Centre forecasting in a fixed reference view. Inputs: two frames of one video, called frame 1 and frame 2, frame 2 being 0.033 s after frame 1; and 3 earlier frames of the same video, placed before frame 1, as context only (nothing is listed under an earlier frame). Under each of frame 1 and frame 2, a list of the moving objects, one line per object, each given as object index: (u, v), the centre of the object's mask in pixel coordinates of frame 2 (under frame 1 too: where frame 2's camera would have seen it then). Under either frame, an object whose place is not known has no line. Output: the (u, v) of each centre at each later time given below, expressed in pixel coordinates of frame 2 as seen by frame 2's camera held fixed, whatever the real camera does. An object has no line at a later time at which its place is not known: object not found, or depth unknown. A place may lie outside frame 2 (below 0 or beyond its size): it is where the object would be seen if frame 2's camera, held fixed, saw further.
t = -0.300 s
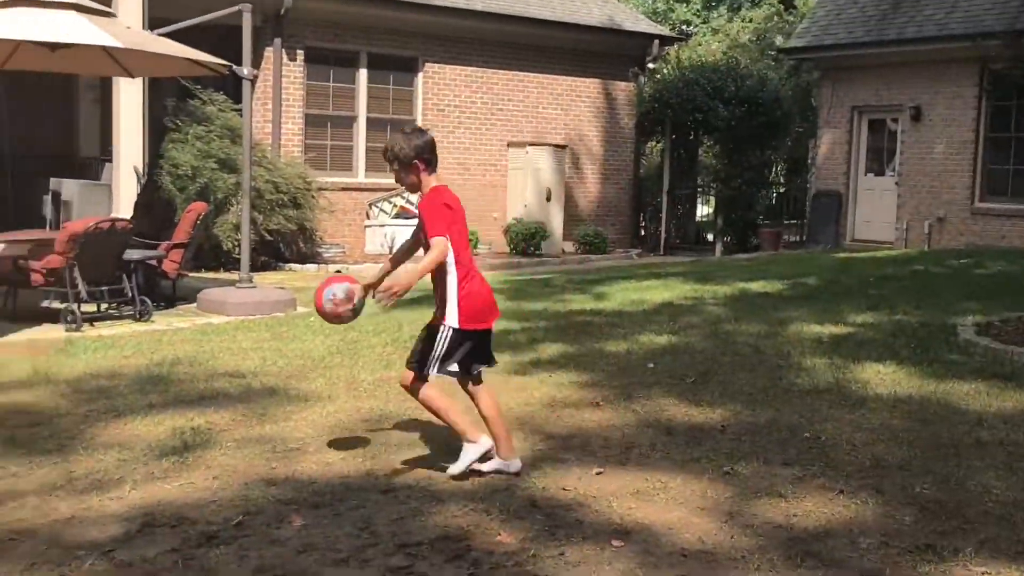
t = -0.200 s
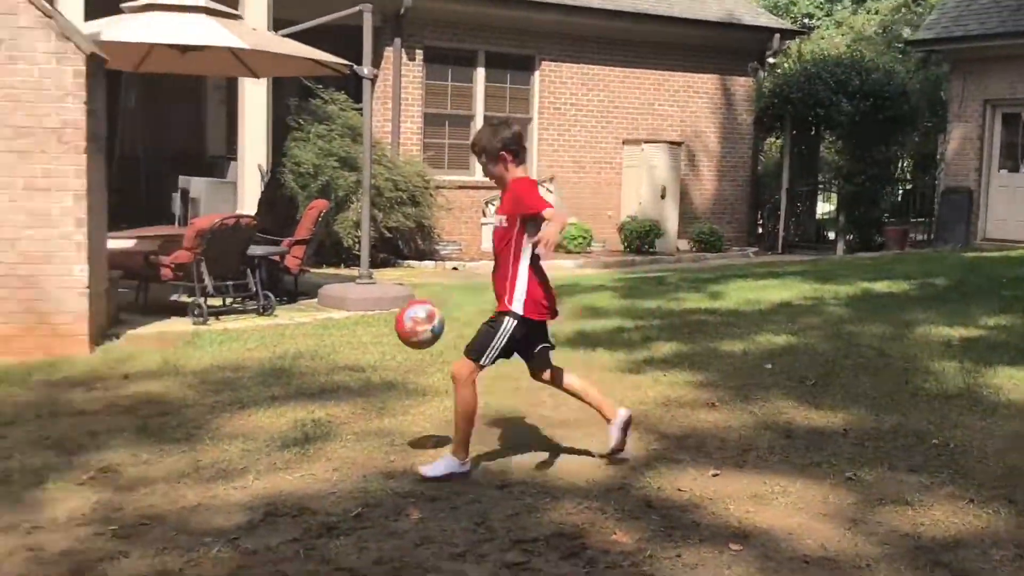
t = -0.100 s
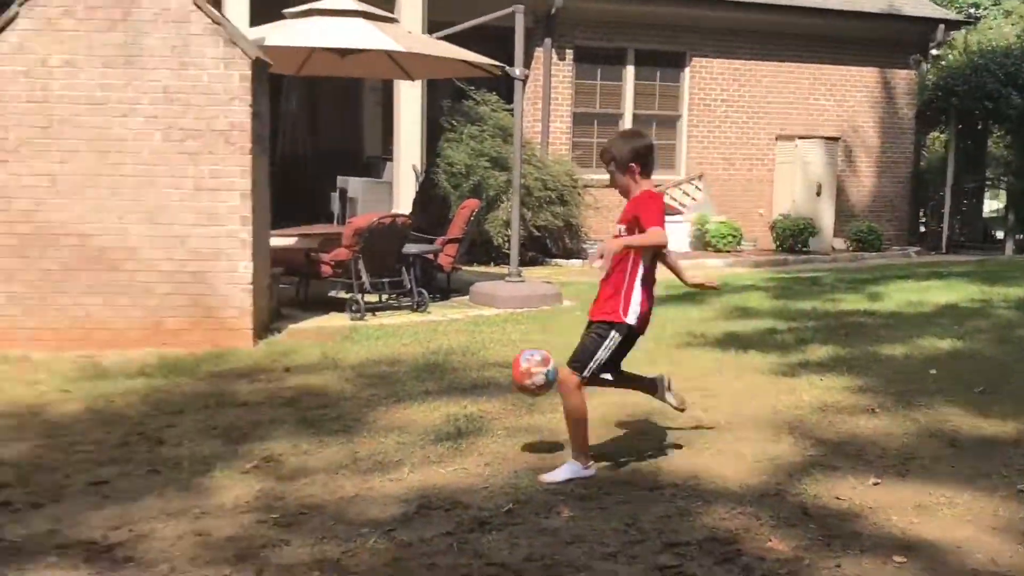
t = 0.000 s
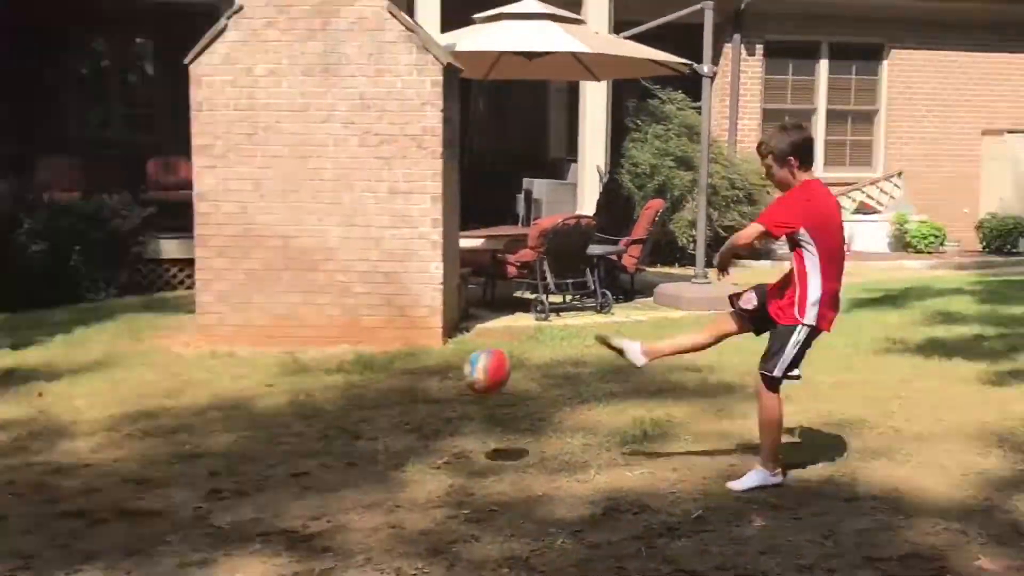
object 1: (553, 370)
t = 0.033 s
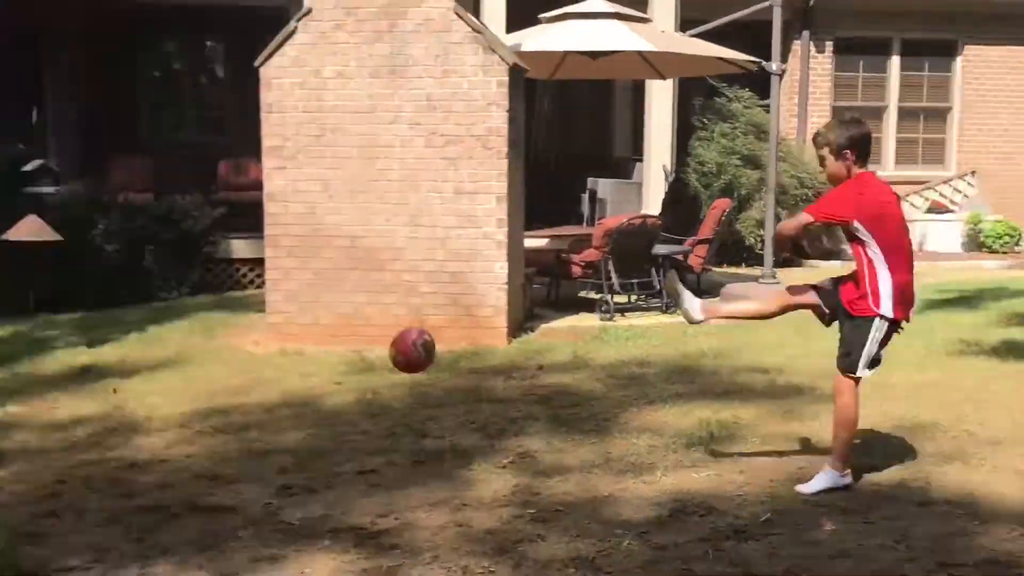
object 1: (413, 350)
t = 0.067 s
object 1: (282, 331)
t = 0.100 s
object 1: (160, 315)
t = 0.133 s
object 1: (48, 299)
